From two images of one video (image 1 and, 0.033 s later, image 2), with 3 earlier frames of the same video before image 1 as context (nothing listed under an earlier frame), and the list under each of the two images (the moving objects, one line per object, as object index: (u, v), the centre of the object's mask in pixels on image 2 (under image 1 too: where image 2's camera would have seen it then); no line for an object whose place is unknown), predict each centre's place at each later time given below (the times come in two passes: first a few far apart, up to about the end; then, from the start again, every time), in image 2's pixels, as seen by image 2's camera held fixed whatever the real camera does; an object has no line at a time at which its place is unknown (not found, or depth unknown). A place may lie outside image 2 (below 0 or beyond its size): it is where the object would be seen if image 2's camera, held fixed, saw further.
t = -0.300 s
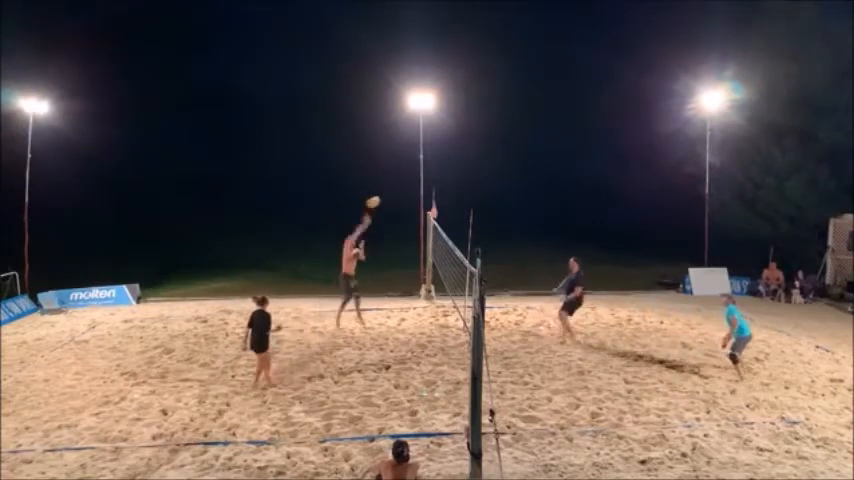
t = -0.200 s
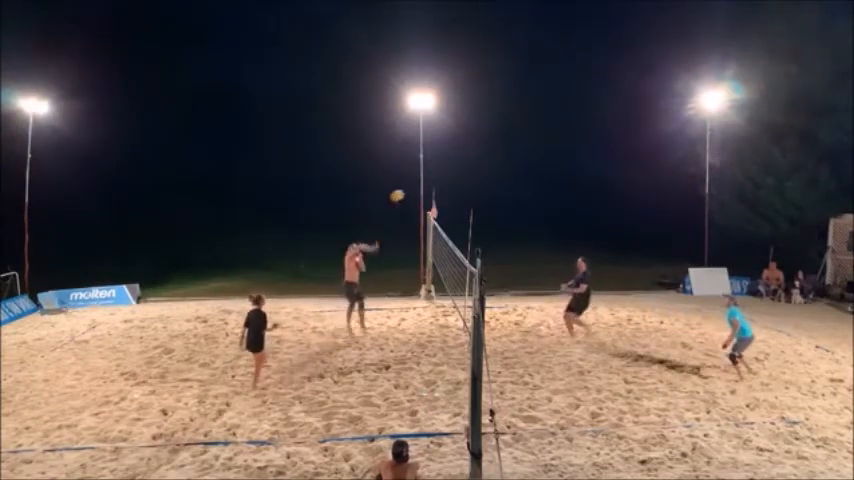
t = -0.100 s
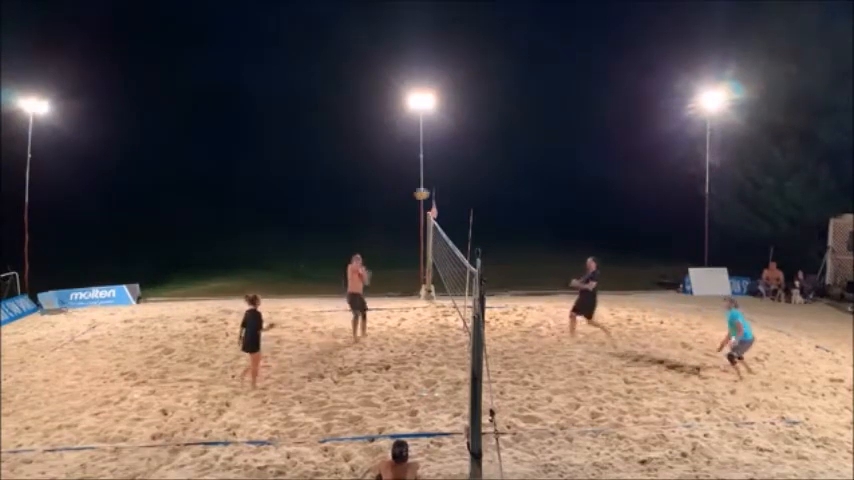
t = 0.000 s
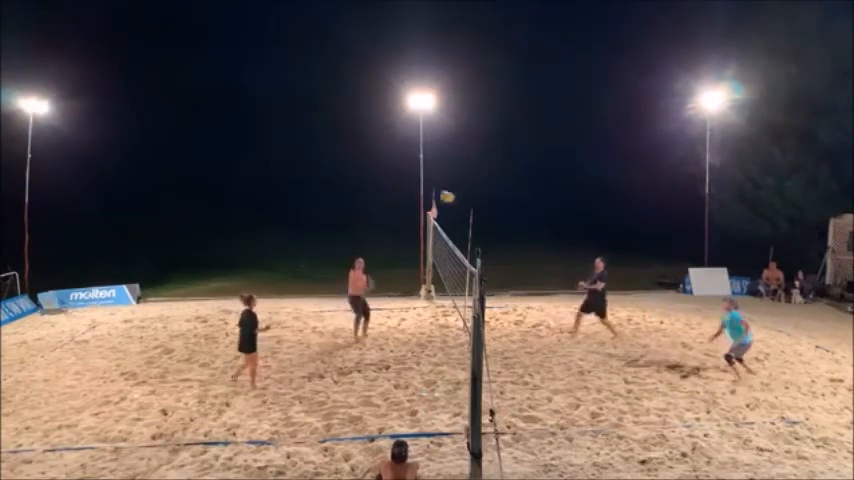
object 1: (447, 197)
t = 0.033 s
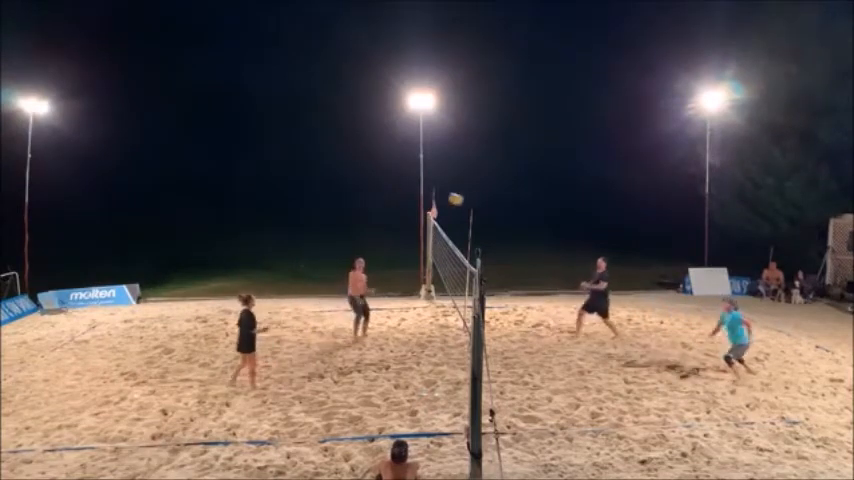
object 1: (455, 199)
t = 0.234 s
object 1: (508, 224)
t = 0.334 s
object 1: (536, 246)
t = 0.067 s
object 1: (464, 202)
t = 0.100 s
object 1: (473, 205)
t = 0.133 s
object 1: (481, 209)
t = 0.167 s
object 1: (491, 213)
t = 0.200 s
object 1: (499, 218)
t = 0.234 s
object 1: (508, 224)
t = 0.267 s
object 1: (518, 231)
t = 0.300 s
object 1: (527, 238)
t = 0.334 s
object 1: (536, 246)
